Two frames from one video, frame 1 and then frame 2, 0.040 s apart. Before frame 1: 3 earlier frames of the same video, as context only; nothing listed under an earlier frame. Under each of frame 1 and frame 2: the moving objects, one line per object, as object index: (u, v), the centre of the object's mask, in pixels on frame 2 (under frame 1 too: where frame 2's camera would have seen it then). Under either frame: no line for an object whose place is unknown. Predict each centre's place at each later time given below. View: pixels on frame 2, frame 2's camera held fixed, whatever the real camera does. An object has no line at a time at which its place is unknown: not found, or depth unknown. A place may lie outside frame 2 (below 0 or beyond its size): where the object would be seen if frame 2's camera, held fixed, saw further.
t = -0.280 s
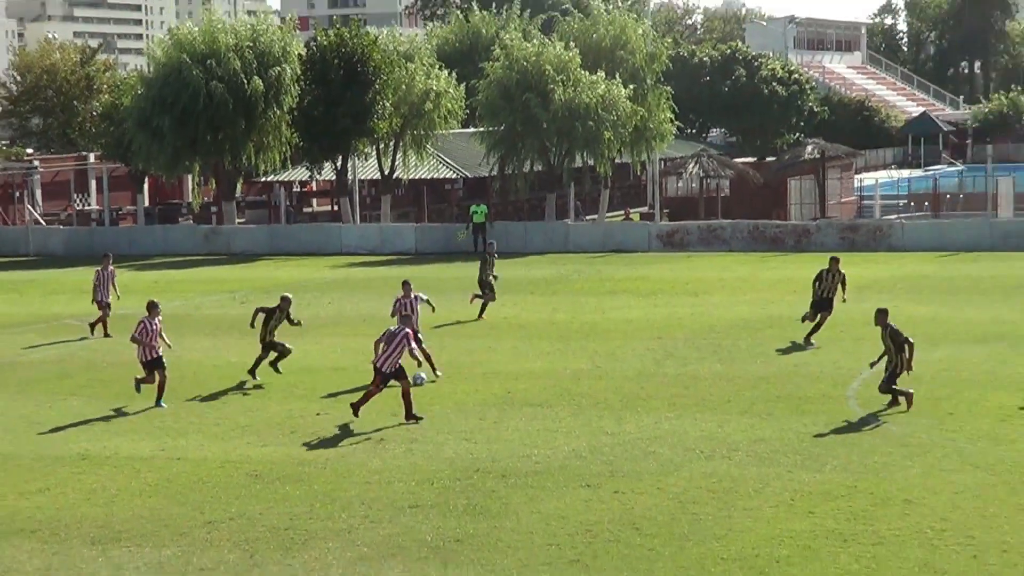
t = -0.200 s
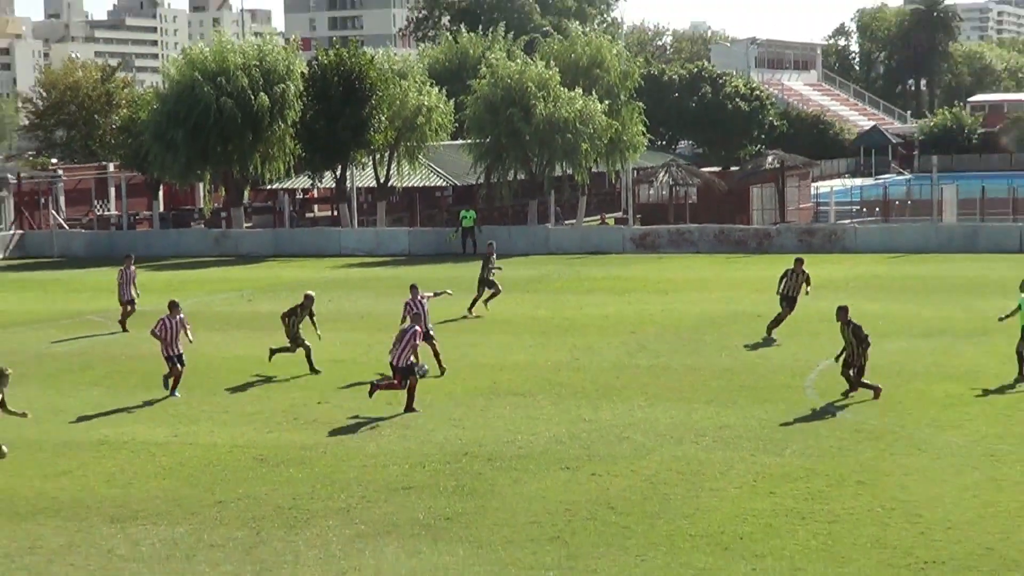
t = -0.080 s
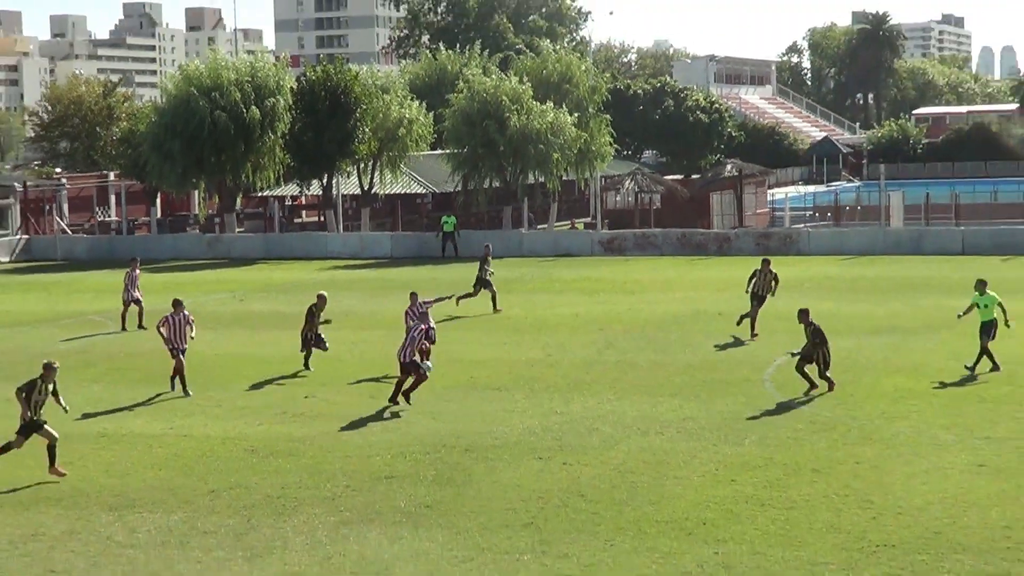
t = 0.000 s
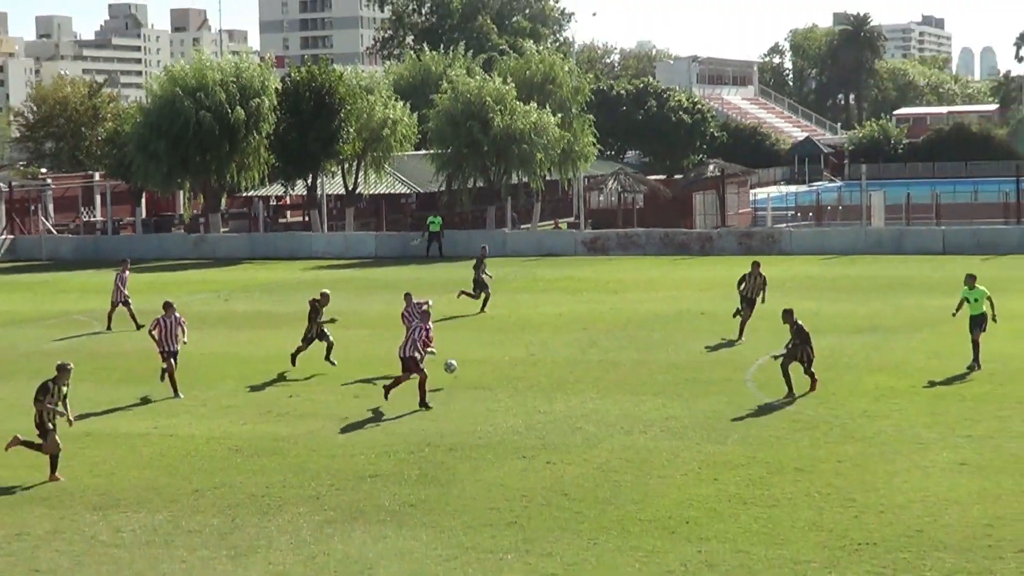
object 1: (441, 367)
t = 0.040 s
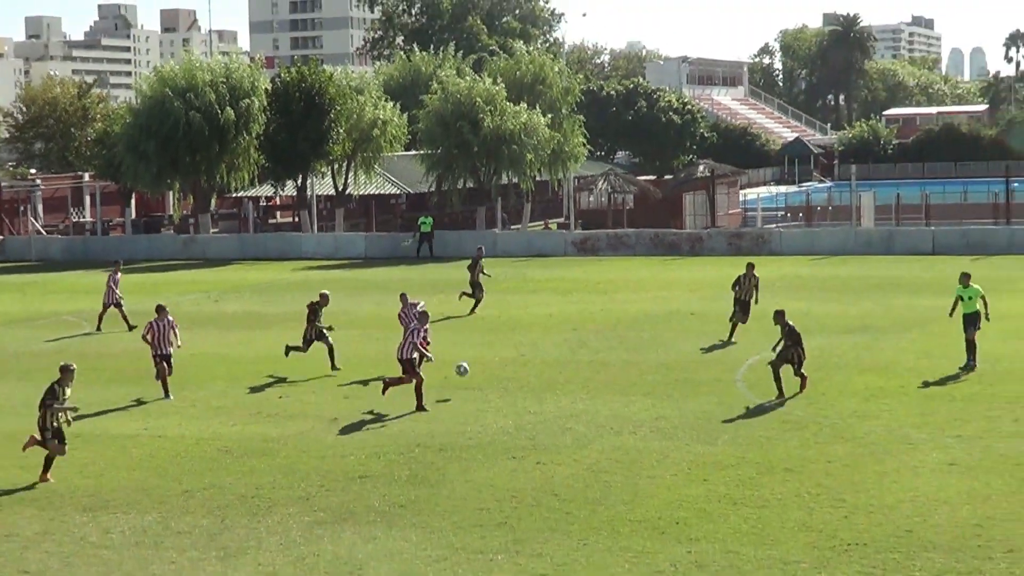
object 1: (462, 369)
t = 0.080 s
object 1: (484, 373)
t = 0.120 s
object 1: (508, 379)
